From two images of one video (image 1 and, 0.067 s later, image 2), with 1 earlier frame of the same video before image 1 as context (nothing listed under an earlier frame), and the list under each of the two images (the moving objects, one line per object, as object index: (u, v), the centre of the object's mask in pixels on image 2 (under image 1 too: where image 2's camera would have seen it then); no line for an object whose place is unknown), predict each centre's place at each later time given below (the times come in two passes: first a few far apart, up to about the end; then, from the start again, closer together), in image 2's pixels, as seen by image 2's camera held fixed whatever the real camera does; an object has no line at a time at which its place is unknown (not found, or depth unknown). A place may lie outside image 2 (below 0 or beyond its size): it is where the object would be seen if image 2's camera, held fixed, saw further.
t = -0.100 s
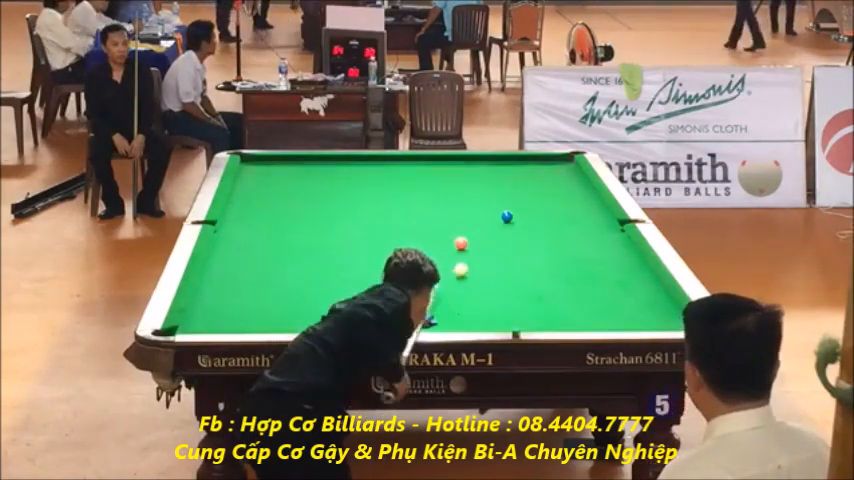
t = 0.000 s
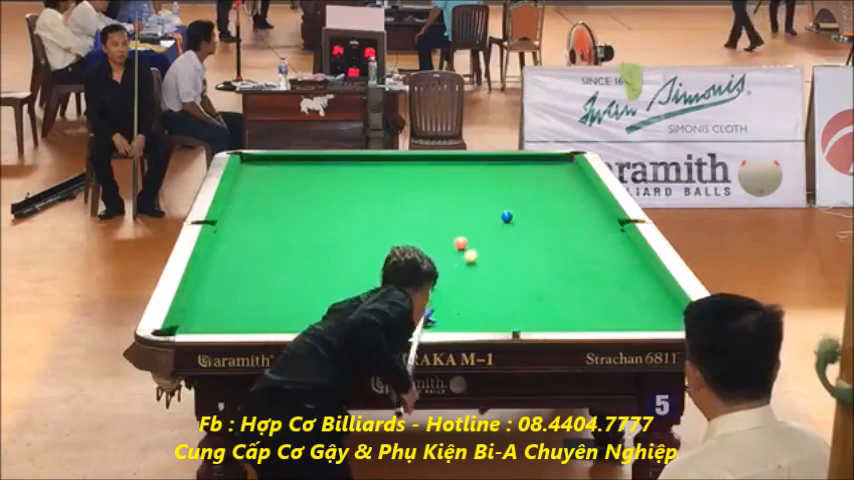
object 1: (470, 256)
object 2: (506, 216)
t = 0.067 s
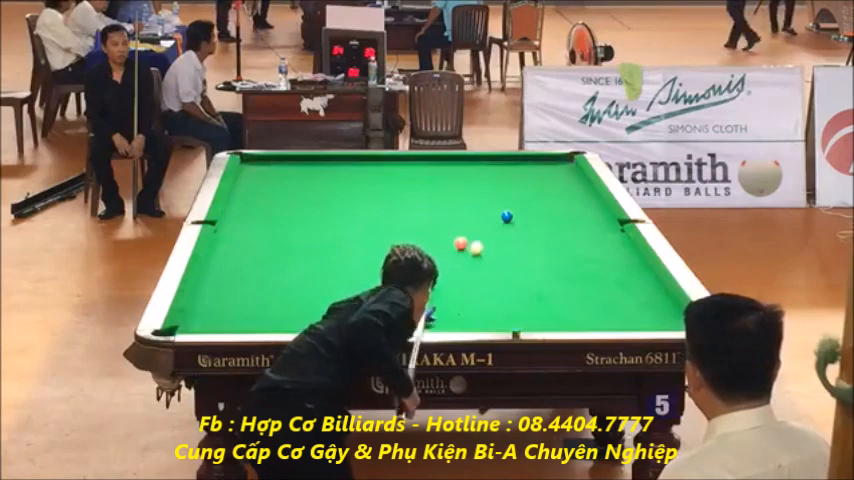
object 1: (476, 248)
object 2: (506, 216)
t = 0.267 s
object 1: (491, 226)
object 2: (506, 216)
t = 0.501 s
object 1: (474, 209)
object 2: (538, 211)
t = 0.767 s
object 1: (442, 194)
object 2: (579, 204)
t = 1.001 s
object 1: (416, 182)
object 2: (584, 199)
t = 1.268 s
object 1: (390, 170)
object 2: (555, 195)
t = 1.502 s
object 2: (531, 191)
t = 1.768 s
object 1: (347, 164)
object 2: (506, 187)
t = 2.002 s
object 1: (329, 169)
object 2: (485, 184)
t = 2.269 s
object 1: (308, 177)
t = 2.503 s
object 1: (289, 184)
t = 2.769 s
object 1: (267, 191)
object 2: (423, 176)
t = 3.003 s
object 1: (248, 198)
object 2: (406, 174)
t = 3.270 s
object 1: (230, 206)
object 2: (389, 171)
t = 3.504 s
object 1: (239, 212)
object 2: (373, 169)
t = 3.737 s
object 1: (248, 218)
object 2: (358, 166)
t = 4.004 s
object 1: (256, 223)
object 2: (345, 164)
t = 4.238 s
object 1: (263, 228)
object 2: (334, 163)
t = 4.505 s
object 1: (270, 233)
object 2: (324, 162)
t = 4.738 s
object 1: (276, 237)
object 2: (314, 160)
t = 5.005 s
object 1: (283, 241)
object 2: (306, 159)
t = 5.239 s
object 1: (288, 245)
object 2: (299, 158)
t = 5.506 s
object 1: (294, 249)
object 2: (292, 158)
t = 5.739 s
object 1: (298, 252)
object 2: (288, 158)
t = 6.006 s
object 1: (302, 255)
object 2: (285, 158)
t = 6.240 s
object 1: (305, 258)
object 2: (283, 158)
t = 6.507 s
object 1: (308, 260)
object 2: (282, 158)
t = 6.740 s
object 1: (310, 261)
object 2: (282, 158)
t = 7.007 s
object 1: (312, 263)
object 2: (282, 158)
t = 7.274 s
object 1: (314, 264)
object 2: (282, 158)
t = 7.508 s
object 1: (315, 265)
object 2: (282, 158)
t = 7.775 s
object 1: (315, 265)
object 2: (282, 158)
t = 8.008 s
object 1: (315, 265)
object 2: (282, 158)
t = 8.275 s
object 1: (315, 265)
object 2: (282, 158)
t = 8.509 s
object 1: (315, 265)
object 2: (282, 158)
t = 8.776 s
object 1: (315, 265)
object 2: (282, 158)
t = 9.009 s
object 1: (315, 265)
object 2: (282, 158)
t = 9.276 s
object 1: (315, 265)
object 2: (282, 158)
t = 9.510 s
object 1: (315, 265)
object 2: (282, 158)
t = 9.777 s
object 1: (315, 266)
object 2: (282, 158)
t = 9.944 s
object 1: (315, 266)
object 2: (282, 158)
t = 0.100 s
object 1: (478, 245)
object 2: (506, 216)
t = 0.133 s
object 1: (481, 240)
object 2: (506, 216)
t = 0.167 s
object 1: (483, 237)
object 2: (506, 216)
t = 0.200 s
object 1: (486, 233)
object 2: (506, 216)
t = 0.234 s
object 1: (488, 230)
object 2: (506, 216)
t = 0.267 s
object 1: (491, 226)
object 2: (506, 216)
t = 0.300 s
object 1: (493, 223)
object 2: (506, 216)
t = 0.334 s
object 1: (495, 220)
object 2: (506, 216)
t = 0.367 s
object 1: (496, 217)
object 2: (508, 216)
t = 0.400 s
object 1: (490, 215)
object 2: (516, 214)
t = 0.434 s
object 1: (484, 213)
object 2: (523, 213)
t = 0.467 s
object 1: (479, 211)
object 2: (530, 212)
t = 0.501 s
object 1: (474, 209)
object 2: (538, 211)
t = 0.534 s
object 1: (470, 207)
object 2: (543, 210)
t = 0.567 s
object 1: (465, 205)
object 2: (549, 209)
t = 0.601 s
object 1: (462, 203)
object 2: (554, 208)
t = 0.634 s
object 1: (457, 201)
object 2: (559, 207)
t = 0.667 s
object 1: (453, 200)
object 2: (564, 207)
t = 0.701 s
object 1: (449, 198)
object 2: (569, 206)
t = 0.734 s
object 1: (446, 196)
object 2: (574, 205)
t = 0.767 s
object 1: (442, 194)
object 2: (579, 204)
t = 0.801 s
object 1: (438, 193)
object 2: (584, 203)
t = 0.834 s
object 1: (434, 191)
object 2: (589, 202)
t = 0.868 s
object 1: (431, 189)
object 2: (594, 201)
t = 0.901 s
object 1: (427, 187)
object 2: (596, 200)
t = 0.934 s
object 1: (423, 186)
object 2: (592, 200)
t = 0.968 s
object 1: (420, 184)
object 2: (588, 199)
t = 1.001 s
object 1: (416, 182)
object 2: (584, 199)
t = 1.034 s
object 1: (413, 181)
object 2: (580, 198)
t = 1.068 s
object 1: (410, 179)
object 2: (577, 198)
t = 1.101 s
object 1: (406, 177)
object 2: (573, 197)
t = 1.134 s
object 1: (403, 176)
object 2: (569, 197)
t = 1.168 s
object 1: (399, 174)
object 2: (566, 196)
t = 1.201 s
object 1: (396, 173)
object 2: (562, 196)
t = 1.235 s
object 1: (393, 172)
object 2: (559, 195)
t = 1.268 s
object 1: (390, 170)
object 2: (555, 195)
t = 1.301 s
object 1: (387, 168)
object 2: (552, 194)
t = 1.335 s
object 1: (385, 167)
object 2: (548, 194)
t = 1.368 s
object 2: (545, 193)
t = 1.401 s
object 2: (541, 193)
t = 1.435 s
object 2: (538, 192)
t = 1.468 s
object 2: (535, 191)
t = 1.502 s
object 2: (531, 191)
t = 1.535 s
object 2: (528, 190)
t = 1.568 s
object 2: (525, 190)
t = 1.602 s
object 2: (522, 189)
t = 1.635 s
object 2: (518, 189)
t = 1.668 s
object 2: (515, 189)
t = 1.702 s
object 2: (512, 188)
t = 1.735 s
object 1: (347, 162)
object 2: (509, 188)
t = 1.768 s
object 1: (347, 164)
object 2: (506, 187)
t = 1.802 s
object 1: (345, 163)
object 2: (503, 187)
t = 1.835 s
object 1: (342, 164)
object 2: (500, 186)
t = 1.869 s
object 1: (340, 165)
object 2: (497, 186)
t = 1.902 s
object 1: (338, 166)
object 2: (494, 185)
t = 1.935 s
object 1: (336, 167)
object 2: (491, 185)
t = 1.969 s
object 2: (488, 184)
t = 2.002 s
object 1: (329, 169)
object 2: (485, 184)
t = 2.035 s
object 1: (326, 171)
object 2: (482, 184)
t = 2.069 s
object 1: (325, 171)
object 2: (479, 183)
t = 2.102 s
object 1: (321, 172)
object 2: (476, 183)
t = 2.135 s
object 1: (319, 173)
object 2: (473, 182)
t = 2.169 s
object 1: (316, 174)
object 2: (470, 182)
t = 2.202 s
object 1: (313, 175)
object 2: (467, 182)
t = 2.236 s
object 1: (311, 176)
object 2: (466, 182)
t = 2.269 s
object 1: (308, 177)
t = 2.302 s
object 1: (306, 177)
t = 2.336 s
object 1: (303, 179)
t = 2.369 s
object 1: (301, 180)
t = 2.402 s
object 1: (297, 181)
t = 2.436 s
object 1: (295, 182)
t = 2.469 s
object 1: (292, 182)
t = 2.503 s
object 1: (289, 184)
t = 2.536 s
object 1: (287, 185)
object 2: (440, 179)
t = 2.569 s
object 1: (284, 185)
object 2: (438, 178)
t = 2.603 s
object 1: (281, 186)
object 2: (435, 178)
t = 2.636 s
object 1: (278, 187)
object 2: (432, 177)
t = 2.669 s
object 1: (276, 188)
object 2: (430, 177)
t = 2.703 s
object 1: (273, 189)
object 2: (427, 176)
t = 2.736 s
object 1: (270, 190)
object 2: (425, 176)
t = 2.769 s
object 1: (267, 191)
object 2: (423, 176)
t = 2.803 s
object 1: (265, 192)
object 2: (420, 175)
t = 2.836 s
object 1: (262, 193)
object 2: (418, 175)
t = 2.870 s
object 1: (259, 194)
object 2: (416, 175)
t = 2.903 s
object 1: (256, 195)
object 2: (413, 174)
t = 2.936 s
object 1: (253, 197)
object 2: (411, 174)
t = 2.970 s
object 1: (251, 198)
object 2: (409, 174)
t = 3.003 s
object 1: (248, 198)
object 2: (406, 174)
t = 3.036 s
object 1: (245, 200)
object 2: (404, 174)
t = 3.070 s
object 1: (242, 201)
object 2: (402, 173)
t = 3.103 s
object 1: (240, 201)
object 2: (400, 173)
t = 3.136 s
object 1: (237, 203)
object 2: (397, 172)
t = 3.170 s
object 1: (234, 203)
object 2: (395, 172)
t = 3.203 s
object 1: (231, 204)
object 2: (393, 171)
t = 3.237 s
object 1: (229, 205)
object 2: (391, 171)
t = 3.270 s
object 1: (230, 206)
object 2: (389, 171)
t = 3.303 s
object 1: (231, 207)
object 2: (387, 170)
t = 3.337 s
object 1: (232, 208)
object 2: (385, 171)
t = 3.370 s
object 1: (233, 208)
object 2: (382, 170)
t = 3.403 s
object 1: (234, 209)
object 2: (381, 170)
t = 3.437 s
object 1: (235, 210)
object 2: (379, 169)
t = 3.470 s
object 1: (236, 210)
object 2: (377, 169)
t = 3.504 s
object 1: (239, 212)
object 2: (373, 169)
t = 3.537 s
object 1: (240, 213)
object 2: (371, 168)
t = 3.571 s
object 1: (241, 214)
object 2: (369, 168)
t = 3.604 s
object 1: (243, 215)
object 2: (365, 167)
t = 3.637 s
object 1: (245, 216)
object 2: (364, 168)
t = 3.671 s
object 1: (246, 216)
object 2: (362, 167)
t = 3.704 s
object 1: (247, 217)
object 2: (360, 167)
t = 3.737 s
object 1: (248, 218)
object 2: (358, 166)
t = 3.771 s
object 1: (249, 219)
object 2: (357, 166)
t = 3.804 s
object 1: (250, 219)
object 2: (355, 166)
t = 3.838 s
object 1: (251, 220)
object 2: (353, 166)
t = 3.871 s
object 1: (252, 221)
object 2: (351, 166)
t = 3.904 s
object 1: (253, 221)
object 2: (350, 165)
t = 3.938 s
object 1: (254, 222)
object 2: (348, 165)
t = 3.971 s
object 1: (255, 223)
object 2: (346, 164)
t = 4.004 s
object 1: (256, 223)
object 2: (345, 164)
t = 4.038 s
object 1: (257, 224)
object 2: (344, 164)
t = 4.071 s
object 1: (258, 225)
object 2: (342, 164)
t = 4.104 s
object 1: (259, 225)
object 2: (340, 164)
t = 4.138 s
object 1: (260, 226)
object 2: (339, 164)
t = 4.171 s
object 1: (261, 227)
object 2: (338, 164)
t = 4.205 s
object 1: (262, 227)
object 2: (336, 163)
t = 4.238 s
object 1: (263, 228)
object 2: (334, 163)
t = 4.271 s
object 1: (264, 229)
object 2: (333, 163)
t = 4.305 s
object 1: (265, 229)
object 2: (331, 163)
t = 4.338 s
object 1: (266, 230)
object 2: (330, 163)
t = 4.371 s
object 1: (266, 230)
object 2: (329, 163)
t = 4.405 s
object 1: (268, 231)
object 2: (327, 162)
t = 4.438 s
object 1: (269, 232)
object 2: (326, 162)
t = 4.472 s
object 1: (269, 233)
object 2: (325, 162)
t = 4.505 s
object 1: (270, 233)
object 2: (324, 162)
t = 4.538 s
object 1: (271, 234)
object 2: (322, 161)
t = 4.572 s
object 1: (272, 234)
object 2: (321, 161)
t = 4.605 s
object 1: (273, 235)
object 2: (320, 161)
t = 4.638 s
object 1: (274, 235)
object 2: (318, 161)
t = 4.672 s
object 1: (275, 236)
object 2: (317, 161)
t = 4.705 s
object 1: (275, 237)
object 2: (316, 160)
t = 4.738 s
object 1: (276, 237)
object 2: (314, 160)
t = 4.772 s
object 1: (277, 238)
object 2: (313, 160)
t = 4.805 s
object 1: (278, 238)
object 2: (313, 160)
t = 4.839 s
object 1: (279, 239)
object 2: (311, 160)
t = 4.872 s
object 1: (279, 239)
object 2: (310, 160)
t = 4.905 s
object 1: (281, 240)
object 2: (309, 160)
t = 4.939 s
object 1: (281, 240)
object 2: (308, 159)
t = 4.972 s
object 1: (282, 241)
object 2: (307, 159)
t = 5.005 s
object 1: (283, 241)
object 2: (306, 159)
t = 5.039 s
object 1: (284, 242)
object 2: (305, 159)
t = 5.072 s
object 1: (284, 243)
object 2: (304, 159)
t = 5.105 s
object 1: (285, 243)
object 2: (302, 159)
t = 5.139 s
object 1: (286, 243)
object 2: (301, 159)
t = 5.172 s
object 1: (287, 244)
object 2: (301, 159)
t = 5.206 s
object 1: (288, 245)
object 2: (300, 159)
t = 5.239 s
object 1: (288, 245)
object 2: (299, 158)
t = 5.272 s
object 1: (289, 246)
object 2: (297, 158)
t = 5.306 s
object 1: (290, 246)
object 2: (297, 158)
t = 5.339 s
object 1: (290, 247)
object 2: (296, 158)
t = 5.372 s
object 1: (291, 247)
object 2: (295, 158)
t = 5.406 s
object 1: (292, 247)
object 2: (295, 158)
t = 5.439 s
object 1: (292, 248)
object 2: (294, 158)
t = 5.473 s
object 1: (293, 248)
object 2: (293, 158)
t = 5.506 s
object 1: (294, 249)
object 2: (292, 158)
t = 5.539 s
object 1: (294, 249)
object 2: (292, 158)
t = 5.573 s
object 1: (295, 250)
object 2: (291, 158)
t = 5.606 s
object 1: (295, 250)
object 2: (291, 158)
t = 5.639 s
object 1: (296, 251)
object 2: (290, 158)
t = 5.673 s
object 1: (297, 251)
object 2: (289, 158)
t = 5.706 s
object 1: (297, 252)
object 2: (289, 158)
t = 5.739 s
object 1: (298, 252)
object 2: (288, 158)
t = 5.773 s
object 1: (298, 252)
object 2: (288, 158)
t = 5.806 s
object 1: (299, 253)
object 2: (287, 158)
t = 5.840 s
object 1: (299, 253)
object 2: (287, 158)
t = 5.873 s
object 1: (300, 254)
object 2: (286, 158)
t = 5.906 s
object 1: (300, 254)
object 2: (286, 158)
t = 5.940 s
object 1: (301, 254)
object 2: (286, 158)
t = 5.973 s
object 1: (301, 255)
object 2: (285, 158)
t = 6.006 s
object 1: (302, 255)
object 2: (285, 158)
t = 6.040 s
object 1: (302, 255)
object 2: (284, 158)
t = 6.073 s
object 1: (303, 256)
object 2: (284, 158)
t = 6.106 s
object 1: (303, 256)
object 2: (284, 158)
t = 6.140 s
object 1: (304, 257)
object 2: (284, 158)
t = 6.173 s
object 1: (304, 257)
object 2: (284, 158)
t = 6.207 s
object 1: (305, 257)
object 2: (283, 158)
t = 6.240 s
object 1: (305, 258)
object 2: (283, 158)
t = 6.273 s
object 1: (305, 258)
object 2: (283, 158)
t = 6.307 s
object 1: (306, 258)
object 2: (283, 158)
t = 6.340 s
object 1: (306, 259)
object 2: (282, 158)
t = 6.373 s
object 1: (307, 259)
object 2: (282, 158)
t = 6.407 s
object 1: (307, 259)
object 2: (282, 158)
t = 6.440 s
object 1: (307, 259)
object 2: (282, 158)
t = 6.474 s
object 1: (308, 260)
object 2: (282, 158)
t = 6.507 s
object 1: (308, 260)
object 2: (282, 158)
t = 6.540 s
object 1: (308, 260)
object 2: (282, 158)
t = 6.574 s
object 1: (309, 260)
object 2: (282, 158)
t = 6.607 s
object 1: (309, 261)
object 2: (282, 158)
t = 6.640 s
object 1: (309, 261)
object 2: (282, 158)
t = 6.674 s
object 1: (310, 261)
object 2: (282, 158)
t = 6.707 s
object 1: (310, 261)
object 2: (282, 158)
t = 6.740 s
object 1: (310, 261)
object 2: (282, 158)
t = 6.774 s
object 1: (310, 261)
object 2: (282, 158)
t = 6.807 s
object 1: (310, 262)
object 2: (282, 158)
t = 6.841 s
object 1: (311, 262)
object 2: (282, 158)
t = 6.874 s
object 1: (311, 262)
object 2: (282, 158)
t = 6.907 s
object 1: (312, 263)
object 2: (282, 158)
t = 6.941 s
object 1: (312, 263)
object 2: (282, 158)
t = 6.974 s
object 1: (312, 263)
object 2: (282, 158)
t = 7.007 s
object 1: (312, 263)
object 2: (282, 158)
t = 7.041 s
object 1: (313, 263)
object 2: (282, 158)
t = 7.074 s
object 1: (313, 263)
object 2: (282, 158)
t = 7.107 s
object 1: (313, 263)
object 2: (282, 158)
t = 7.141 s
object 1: (313, 264)
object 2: (282, 158)
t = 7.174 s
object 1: (313, 264)
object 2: (282, 158)
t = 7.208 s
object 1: (313, 264)
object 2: (282, 158)
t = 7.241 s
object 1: (314, 264)
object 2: (282, 158)
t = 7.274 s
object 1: (314, 264)
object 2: (282, 158)
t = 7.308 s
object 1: (314, 264)
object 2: (282, 158)
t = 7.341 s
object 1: (314, 264)
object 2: (282, 158)
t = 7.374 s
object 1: (314, 264)
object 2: (282, 158)
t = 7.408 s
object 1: (314, 265)
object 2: (282, 158)
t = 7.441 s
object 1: (314, 265)
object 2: (282, 158)
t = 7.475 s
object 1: (314, 265)
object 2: (282, 158)
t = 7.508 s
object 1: (315, 265)
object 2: (282, 158)
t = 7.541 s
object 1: (315, 265)
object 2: (282, 158)
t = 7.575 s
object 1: (315, 265)
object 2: (282, 158)
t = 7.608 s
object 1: (315, 265)
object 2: (282, 158)
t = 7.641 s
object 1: (315, 265)
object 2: (282, 158)
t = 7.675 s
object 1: (315, 265)
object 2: (282, 158)
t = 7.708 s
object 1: (315, 265)
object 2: (282, 158)
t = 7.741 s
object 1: (315, 265)
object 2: (282, 158)
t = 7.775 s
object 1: (315, 265)
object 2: (282, 158)
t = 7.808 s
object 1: (315, 265)
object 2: (282, 158)
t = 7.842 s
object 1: (315, 265)
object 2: (282, 158)
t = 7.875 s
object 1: (315, 265)
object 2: (282, 158)
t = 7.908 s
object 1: (315, 265)
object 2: (282, 158)
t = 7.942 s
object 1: (315, 265)
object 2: (282, 158)
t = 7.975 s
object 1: (315, 265)
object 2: (282, 158)
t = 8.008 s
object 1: (315, 265)
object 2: (282, 158)
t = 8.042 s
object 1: (315, 265)
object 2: (282, 158)
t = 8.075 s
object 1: (315, 265)
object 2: (282, 158)
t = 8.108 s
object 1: (315, 265)
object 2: (282, 158)
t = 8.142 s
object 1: (315, 265)
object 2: (282, 158)
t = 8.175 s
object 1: (315, 265)
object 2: (282, 158)
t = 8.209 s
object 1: (315, 265)
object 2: (282, 158)
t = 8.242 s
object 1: (315, 265)
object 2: (282, 158)
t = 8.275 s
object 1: (315, 265)
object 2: (282, 158)
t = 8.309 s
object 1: (315, 265)
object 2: (282, 158)
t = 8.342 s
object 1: (315, 265)
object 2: (282, 158)
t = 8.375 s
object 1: (315, 265)
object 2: (282, 158)
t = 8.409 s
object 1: (315, 265)
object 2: (282, 158)
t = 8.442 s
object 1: (315, 265)
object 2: (282, 158)
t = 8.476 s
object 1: (315, 265)
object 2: (282, 158)
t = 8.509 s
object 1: (315, 265)
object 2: (282, 158)
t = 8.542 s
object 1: (315, 265)
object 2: (282, 158)
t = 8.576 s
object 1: (315, 265)
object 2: (282, 158)
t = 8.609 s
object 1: (315, 265)
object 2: (282, 158)
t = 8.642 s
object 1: (315, 265)
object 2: (282, 158)
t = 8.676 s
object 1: (315, 265)
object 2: (282, 158)
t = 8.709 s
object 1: (315, 265)
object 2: (282, 158)
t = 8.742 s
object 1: (315, 265)
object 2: (282, 158)
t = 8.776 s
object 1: (315, 265)
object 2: (282, 158)
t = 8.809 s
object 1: (315, 265)
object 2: (282, 158)
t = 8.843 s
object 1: (315, 265)
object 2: (282, 158)
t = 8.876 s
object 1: (315, 265)
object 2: (282, 158)
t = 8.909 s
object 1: (315, 265)
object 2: (282, 158)
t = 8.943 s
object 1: (315, 265)
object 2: (282, 158)
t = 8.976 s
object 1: (315, 265)
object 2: (282, 158)
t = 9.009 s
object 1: (315, 265)
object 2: (282, 158)
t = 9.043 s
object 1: (315, 265)
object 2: (282, 158)
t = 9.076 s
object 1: (315, 265)
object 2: (282, 158)
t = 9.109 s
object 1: (315, 265)
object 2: (282, 158)
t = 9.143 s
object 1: (315, 265)
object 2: (282, 158)
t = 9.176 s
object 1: (315, 265)
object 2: (282, 158)
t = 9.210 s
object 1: (315, 265)
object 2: (282, 158)
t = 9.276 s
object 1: (315, 265)
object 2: (282, 158)
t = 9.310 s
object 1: (315, 265)
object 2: (282, 158)
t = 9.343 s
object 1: (315, 265)
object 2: (282, 158)
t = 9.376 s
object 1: (315, 265)
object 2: (282, 158)
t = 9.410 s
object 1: (315, 265)
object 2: (282, 158)
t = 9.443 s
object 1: (315, 265)
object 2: (282, 158)
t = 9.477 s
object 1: (315, 265)
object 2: (282, 158)
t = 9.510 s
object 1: (315, 265)
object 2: (282, 158)
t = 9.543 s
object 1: (315, 265)
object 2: (282, 158)
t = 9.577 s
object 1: (315, 265)
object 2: (282, 158)
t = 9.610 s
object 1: (315, 265)
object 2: (282, 158)
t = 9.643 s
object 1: (315, 265)
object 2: (282, 158)
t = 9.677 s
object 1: (315, 265)
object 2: (282, 158)
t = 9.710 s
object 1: (315, 265)
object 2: (282, 158)
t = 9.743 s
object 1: (315, 265)
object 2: (282, 158)
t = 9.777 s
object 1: (315, 266)
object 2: (282, 158)
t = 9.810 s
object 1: (315, 266)
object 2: (282, 158)
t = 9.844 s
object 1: (315, 266)
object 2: (282, 158)
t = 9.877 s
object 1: (315, 266)
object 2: (282, 158)
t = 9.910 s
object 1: (315, 266)
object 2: (282, 158)
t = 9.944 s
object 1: (315, 266)
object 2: (282, 158)
